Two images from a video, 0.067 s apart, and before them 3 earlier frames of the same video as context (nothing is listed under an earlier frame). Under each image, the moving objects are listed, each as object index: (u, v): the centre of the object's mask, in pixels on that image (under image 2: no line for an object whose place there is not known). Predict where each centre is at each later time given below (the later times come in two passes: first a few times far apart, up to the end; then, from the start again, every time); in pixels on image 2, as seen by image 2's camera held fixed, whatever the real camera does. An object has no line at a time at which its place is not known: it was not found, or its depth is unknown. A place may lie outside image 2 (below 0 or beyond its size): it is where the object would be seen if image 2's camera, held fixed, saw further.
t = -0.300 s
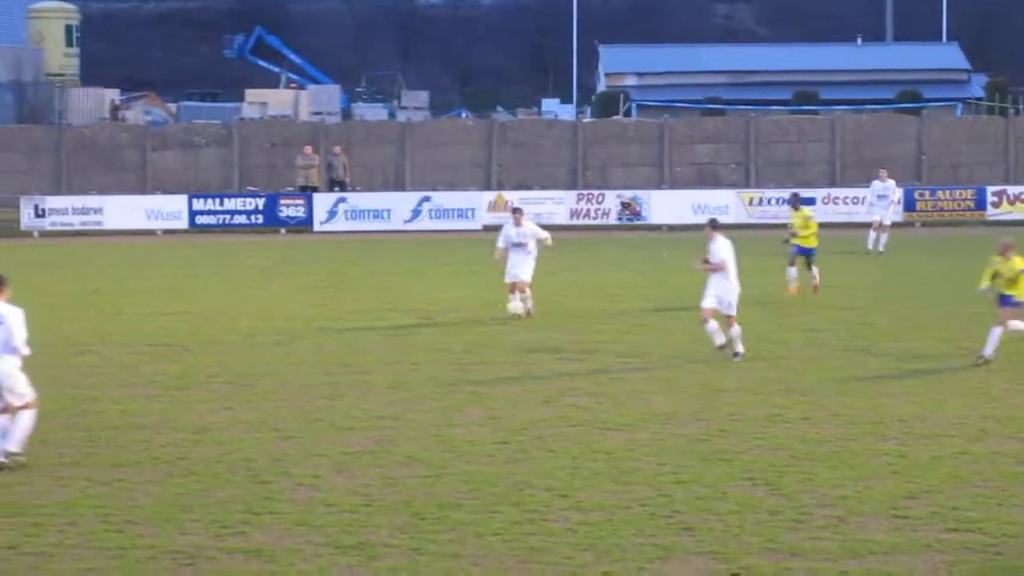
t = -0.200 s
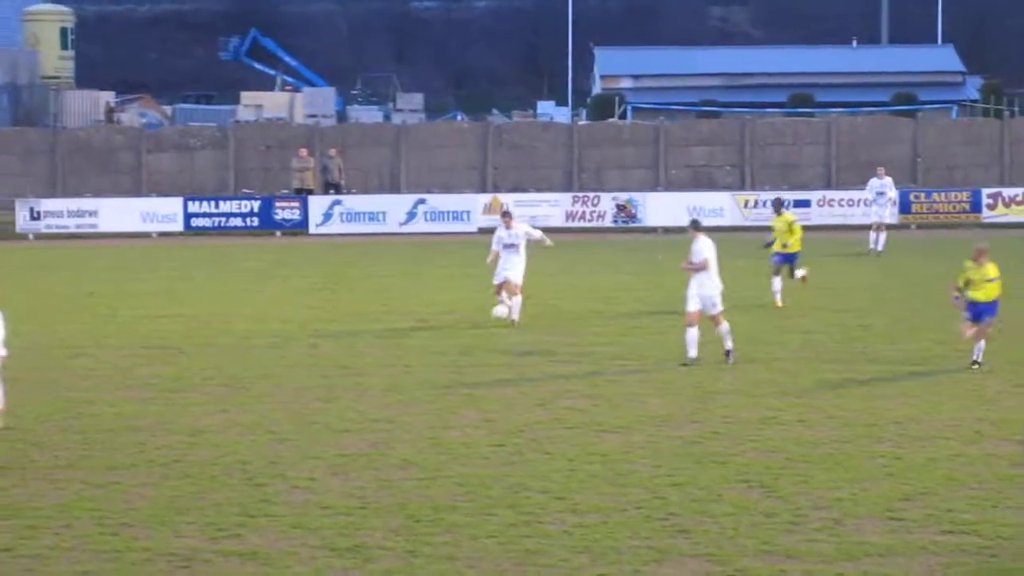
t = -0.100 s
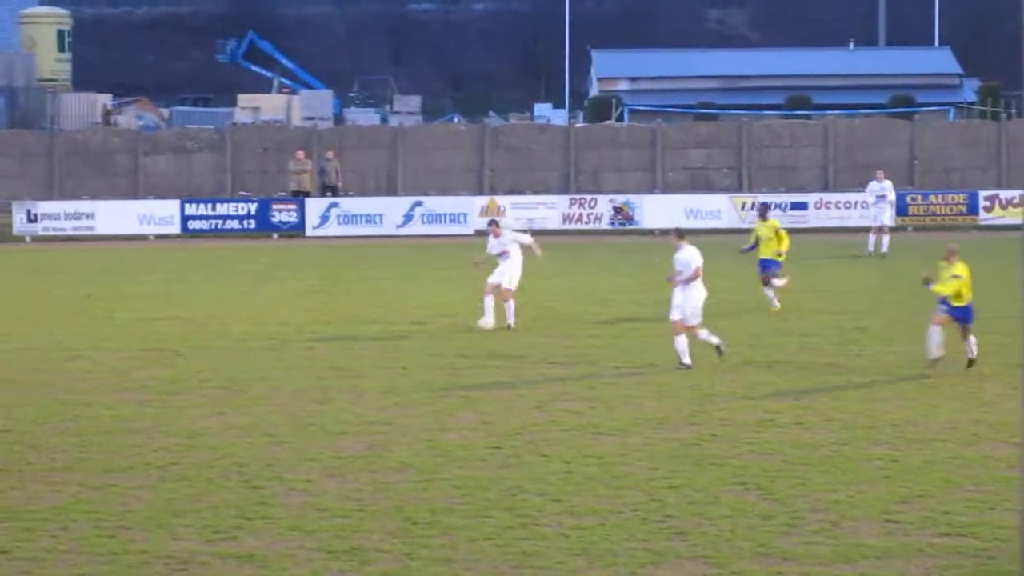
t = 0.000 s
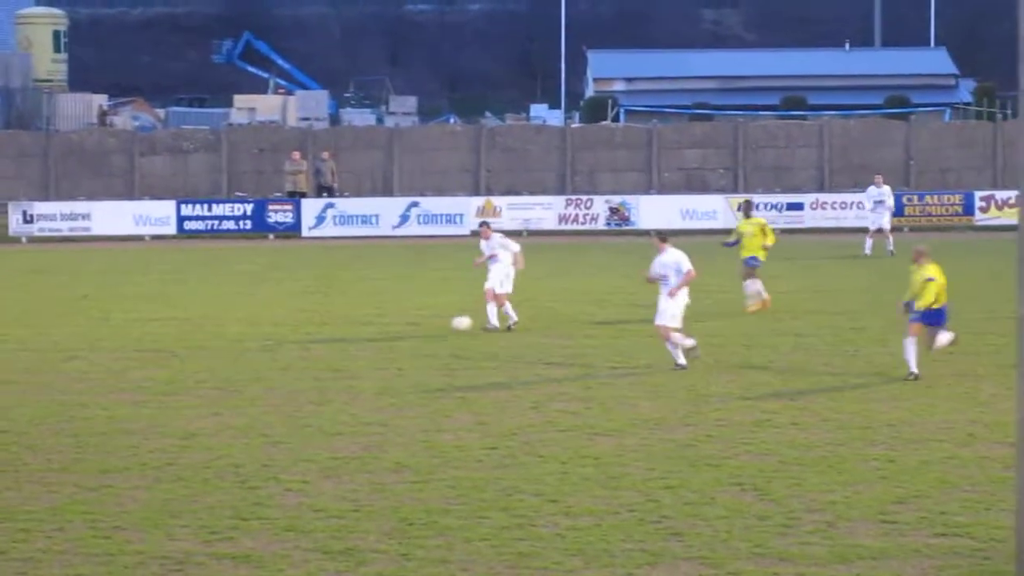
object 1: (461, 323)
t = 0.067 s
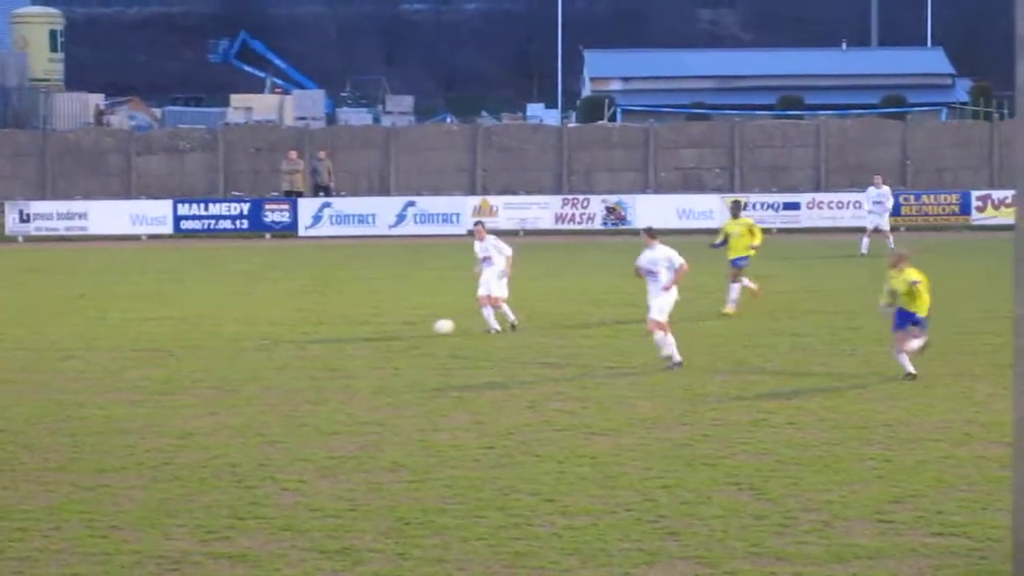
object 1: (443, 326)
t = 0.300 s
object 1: (396, 352)
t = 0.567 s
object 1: (355, 369)
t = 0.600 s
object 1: (350, 370)
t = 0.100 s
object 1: (436, 330)
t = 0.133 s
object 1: (429, 334)
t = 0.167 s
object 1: (421, 340)
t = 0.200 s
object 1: (415, 347)
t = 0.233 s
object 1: (407, 352)
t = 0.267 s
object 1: (401, 352)
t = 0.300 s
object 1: (396, 352)
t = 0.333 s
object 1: (391, 354)
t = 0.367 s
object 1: (385, 356)
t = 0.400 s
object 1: (380, 359)
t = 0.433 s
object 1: (375, 363)
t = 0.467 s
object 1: (369, 369)
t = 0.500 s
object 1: (364, 373)
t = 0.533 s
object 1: (360, 371)
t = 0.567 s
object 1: (355, 369)
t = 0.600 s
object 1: (350, 370)
